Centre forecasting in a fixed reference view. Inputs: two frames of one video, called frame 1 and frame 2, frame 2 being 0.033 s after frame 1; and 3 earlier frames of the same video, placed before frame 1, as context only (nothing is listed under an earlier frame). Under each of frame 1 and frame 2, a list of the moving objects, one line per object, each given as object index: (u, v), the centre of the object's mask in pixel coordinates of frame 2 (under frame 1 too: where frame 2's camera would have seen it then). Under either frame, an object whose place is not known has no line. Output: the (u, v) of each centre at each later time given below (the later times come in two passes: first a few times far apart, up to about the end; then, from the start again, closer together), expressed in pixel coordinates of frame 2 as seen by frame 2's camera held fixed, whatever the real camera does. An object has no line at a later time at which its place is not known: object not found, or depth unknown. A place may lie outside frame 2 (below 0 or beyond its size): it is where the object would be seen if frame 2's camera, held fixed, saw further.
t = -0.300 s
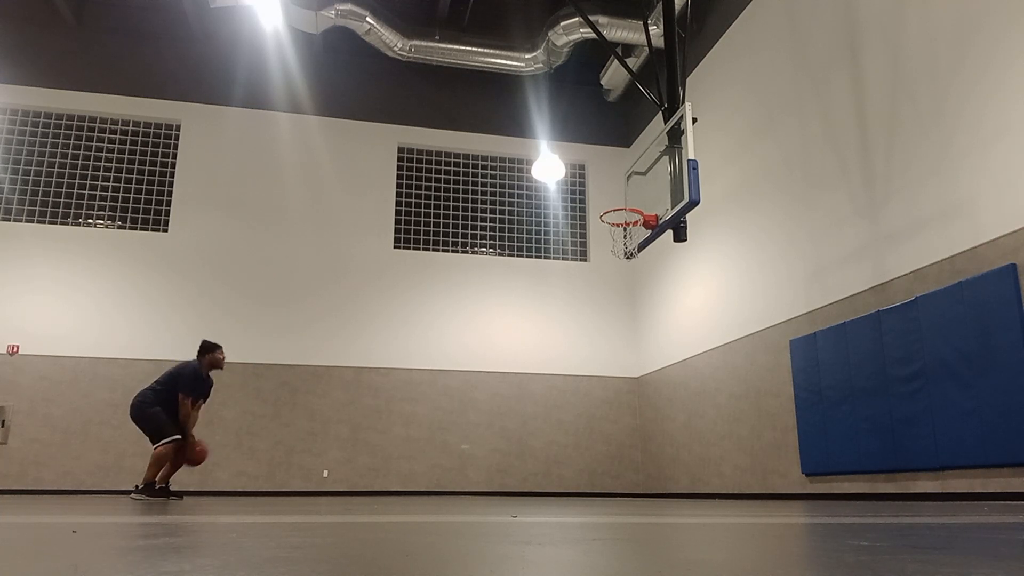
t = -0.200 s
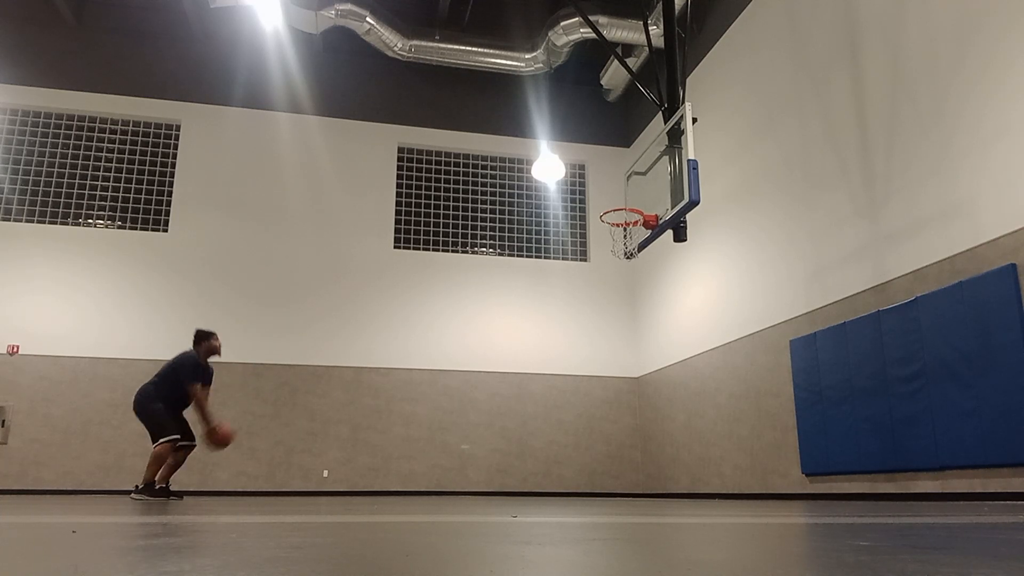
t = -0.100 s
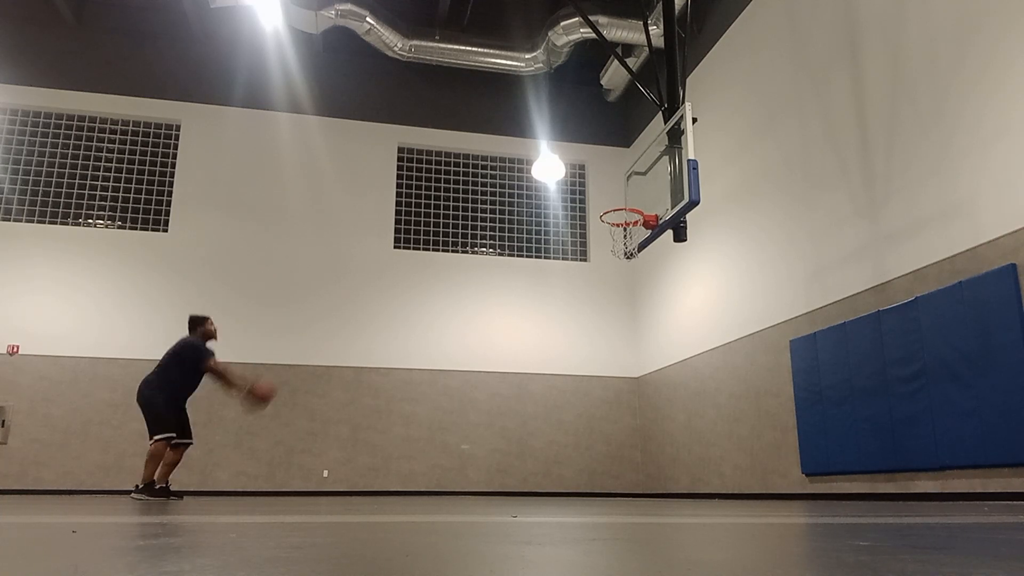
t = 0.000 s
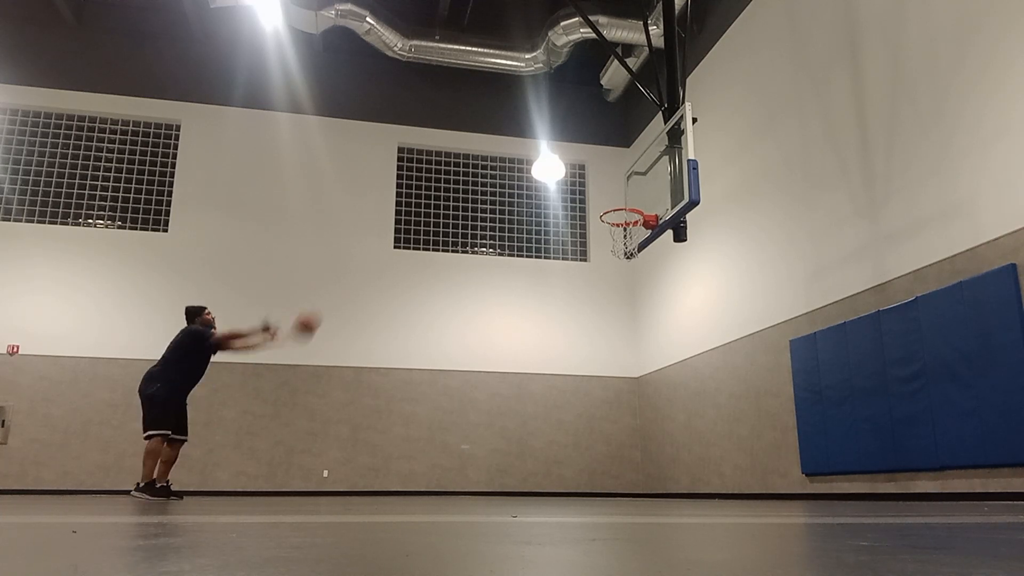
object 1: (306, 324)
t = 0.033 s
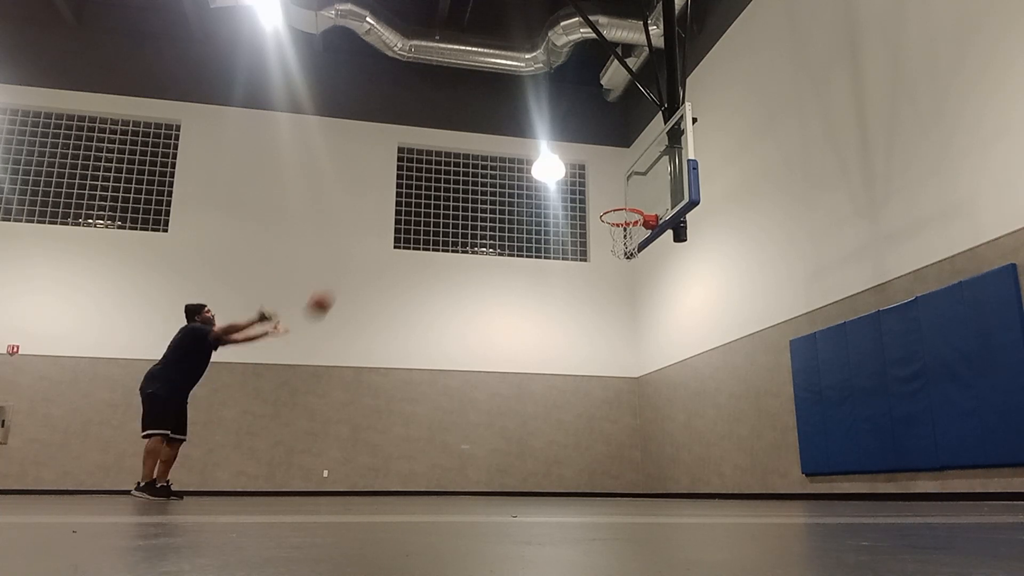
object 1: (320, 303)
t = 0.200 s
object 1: (384, 218)
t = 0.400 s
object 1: (449, 154)
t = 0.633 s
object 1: (516, 127)
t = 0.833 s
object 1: (576, 139)
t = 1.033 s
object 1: (631, 182)
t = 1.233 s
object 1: (613, 216)
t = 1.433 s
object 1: (633, 209)
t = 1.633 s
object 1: (627, 211)
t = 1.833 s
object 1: (620, 214)
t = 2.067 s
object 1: (611, 215)
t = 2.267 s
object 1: (623, 223)
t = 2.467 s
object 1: (638, 246)
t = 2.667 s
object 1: (646, 287)
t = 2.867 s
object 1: (656, 366)
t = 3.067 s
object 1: (669, 484)
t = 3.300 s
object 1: (661, 402)
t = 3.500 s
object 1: (656, 363)
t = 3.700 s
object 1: (654, 358)
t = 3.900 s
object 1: (653, 387)
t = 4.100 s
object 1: (653, 451)
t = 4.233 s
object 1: (654, 476)
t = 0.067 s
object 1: (333, 285)
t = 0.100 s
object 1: (346, 266)
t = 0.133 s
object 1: (360, 247)
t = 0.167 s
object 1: (372, 232)
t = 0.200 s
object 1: (384, 218)
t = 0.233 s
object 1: (396, 204)
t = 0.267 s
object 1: (406, 192)
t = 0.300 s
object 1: (416, 180)
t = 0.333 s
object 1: (428, 171)
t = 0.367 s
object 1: (438, 162)
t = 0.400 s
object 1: (449, 154)
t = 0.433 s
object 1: (461, 148)
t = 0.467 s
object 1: (470, 142)
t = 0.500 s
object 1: (479, 137)
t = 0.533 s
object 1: (489, 133)
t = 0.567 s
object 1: (499, 130)
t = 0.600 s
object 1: (508, 128)
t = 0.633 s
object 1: (516, 127)
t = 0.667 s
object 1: (523, 127)
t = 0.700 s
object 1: (535, 130)
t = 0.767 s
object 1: (559, 132)
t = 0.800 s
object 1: (567, 135)
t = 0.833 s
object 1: (576, 139)
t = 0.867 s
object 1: (585, 144)
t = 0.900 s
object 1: (594, 150)
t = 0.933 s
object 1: (604, 157)
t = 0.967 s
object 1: (613, 164)
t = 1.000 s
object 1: (622, 173)
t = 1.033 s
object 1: (631, 182)
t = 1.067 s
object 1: (640, 193)
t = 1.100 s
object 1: (636, 198)
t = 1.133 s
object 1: (629, 201)
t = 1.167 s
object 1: (621, 209)
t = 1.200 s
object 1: (613, 216)
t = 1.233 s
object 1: (613, 216)
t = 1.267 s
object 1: (612, 215)
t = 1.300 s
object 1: (617, 211)
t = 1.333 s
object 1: (623, 211)
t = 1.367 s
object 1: (628, 209)
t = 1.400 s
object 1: (632, 209)
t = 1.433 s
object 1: (633, 209)
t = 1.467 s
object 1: (633, 209)
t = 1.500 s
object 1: (634, 210)
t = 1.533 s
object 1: (632, 210)
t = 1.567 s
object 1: (630, 210)
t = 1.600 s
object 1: (629, 211)
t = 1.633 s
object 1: (627, 211)
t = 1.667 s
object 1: (626, 212)
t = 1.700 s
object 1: (625, 213)
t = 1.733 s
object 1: (624, 212)
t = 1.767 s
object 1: (623, 213)
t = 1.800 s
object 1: (621, 214)
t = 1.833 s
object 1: (620, 214)
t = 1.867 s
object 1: (618, 214)
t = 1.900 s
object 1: (615, 215)
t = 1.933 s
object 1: (614, 215)
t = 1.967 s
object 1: (614, 215)
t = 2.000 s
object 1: (613, 215)
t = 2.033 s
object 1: (612, 215)
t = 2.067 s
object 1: (611, 215)
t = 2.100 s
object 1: (611, 215)
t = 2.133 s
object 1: (612, 216)
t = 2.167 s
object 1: (613, 216)
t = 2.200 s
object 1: (615, 218)
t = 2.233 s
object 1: (619, 222)
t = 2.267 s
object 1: (623, 223)
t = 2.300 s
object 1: (626, 232)
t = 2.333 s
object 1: (629, 233)
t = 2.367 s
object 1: (633, 239)
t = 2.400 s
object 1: (634, 241)
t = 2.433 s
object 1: (636, 243)
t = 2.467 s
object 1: (638, 246)
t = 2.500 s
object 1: (640, 249)
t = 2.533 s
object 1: (641, 254)
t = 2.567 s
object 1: (642, 261)
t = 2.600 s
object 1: (643, 268)
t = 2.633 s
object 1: (644, 277)
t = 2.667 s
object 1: (646, 287)
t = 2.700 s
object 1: (648, 298)
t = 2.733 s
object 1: (649, 309)
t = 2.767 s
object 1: (651, 322)
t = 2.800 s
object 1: (652, 335)
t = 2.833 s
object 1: (654, 350)
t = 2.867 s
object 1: (656, 366)
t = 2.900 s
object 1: (658, 383)
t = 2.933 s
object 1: (660, 402)
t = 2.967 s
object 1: (662, 420)
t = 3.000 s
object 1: (664, 441)
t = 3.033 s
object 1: (667, 463)
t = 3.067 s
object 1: (669, 484)
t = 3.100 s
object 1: (668, 478)
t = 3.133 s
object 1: (667, 463)
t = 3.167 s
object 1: (666, 449)
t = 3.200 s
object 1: (665, 436)
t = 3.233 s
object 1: (663, 423)
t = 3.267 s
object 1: (662, 412)
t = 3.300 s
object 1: (661, 402)
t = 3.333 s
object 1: (660, 393)
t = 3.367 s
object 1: (659, 385)
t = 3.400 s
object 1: (658, 378)
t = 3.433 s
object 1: (658, 372)
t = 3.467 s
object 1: (657, 367)
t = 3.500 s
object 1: (656, 363)
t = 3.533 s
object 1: (656, 360)
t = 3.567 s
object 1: (655, 358)
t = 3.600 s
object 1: (655, 357)
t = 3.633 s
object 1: (654, 356)
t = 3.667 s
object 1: (654, 357)
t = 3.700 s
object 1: (654, 358)
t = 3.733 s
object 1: (653, 361)
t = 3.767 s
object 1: (653, 364)
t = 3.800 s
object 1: (653, 369)
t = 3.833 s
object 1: (653, 374)
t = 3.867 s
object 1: (653, 380)
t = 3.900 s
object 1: (653, 387)
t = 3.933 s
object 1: (653, 396)
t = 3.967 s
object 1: (653, 404)
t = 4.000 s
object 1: (653, 415)
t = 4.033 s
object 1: (653, 426)
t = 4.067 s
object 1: (653, 438)
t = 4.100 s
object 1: (653, 451)
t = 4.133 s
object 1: (654, 464)
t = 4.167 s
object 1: (654, 479)
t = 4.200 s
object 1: (655, 487)
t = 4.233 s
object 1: (654, 476)
